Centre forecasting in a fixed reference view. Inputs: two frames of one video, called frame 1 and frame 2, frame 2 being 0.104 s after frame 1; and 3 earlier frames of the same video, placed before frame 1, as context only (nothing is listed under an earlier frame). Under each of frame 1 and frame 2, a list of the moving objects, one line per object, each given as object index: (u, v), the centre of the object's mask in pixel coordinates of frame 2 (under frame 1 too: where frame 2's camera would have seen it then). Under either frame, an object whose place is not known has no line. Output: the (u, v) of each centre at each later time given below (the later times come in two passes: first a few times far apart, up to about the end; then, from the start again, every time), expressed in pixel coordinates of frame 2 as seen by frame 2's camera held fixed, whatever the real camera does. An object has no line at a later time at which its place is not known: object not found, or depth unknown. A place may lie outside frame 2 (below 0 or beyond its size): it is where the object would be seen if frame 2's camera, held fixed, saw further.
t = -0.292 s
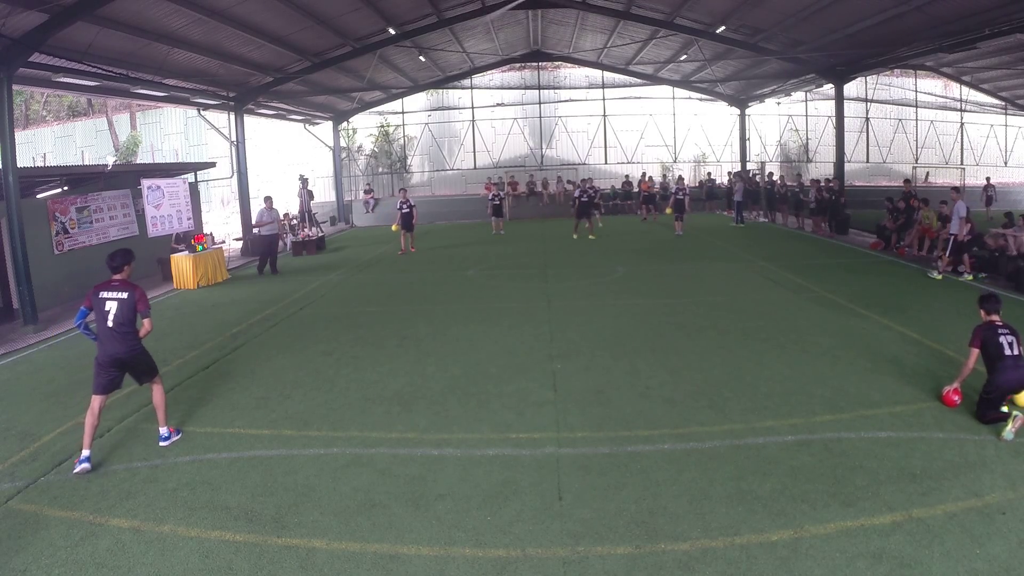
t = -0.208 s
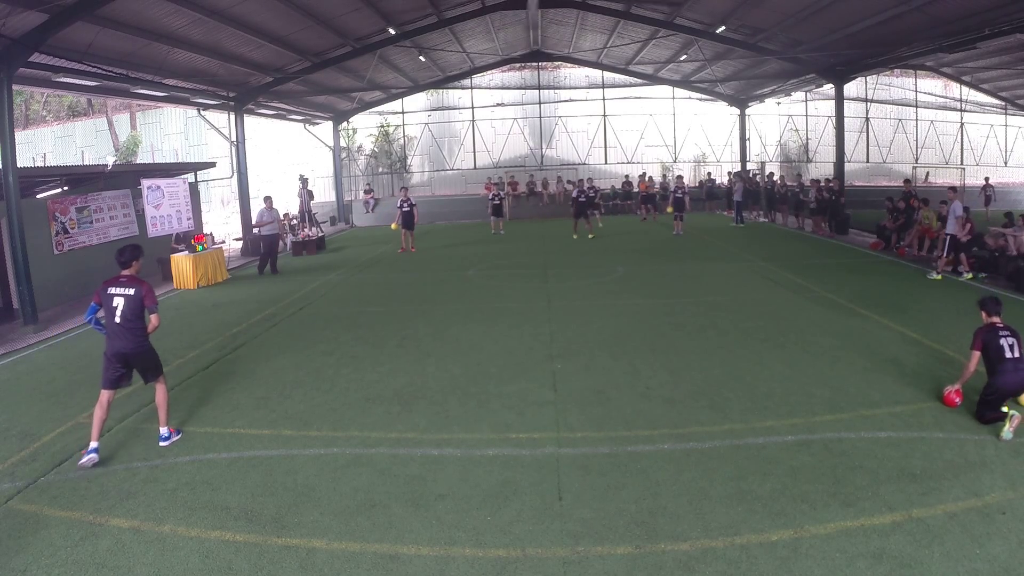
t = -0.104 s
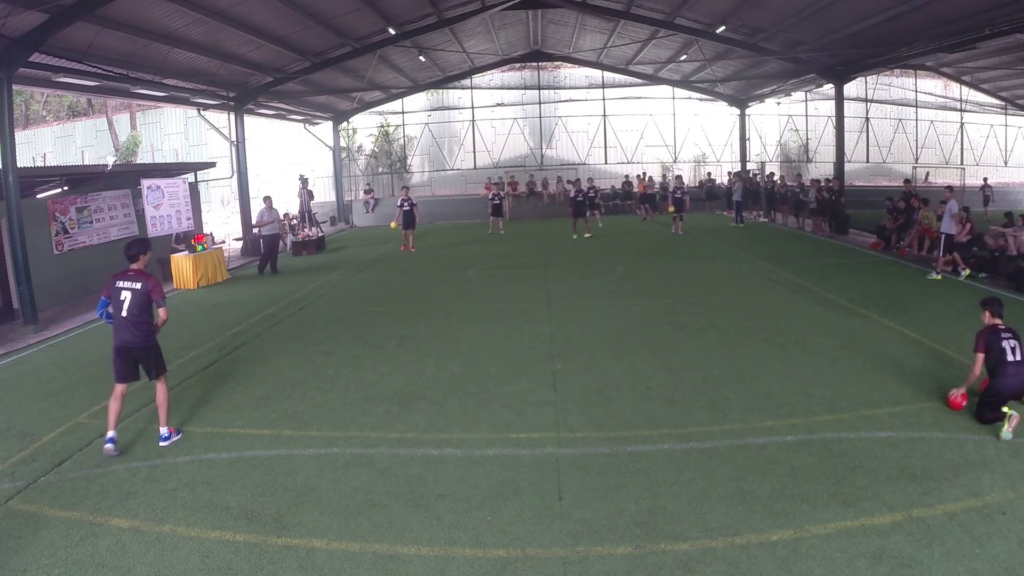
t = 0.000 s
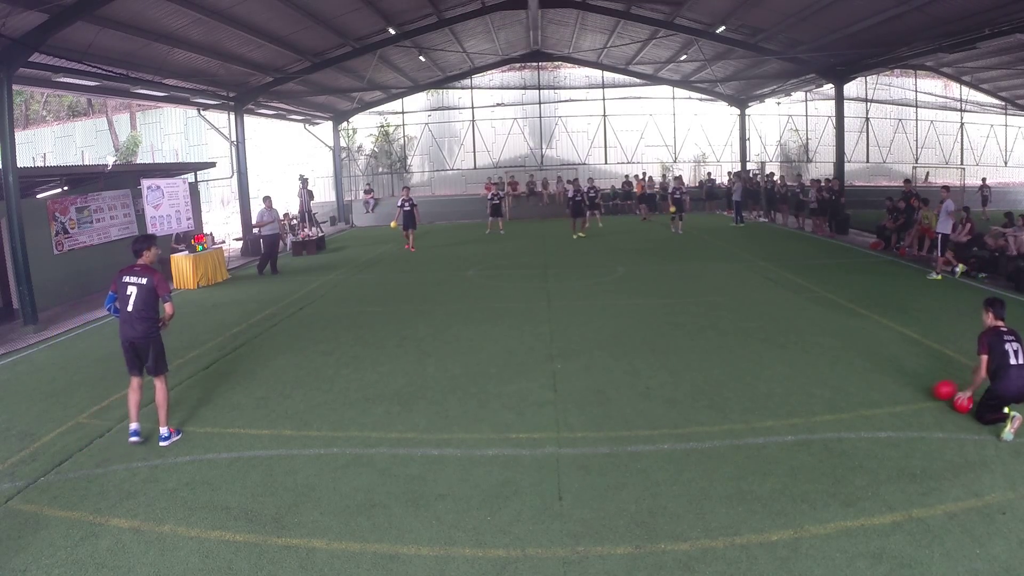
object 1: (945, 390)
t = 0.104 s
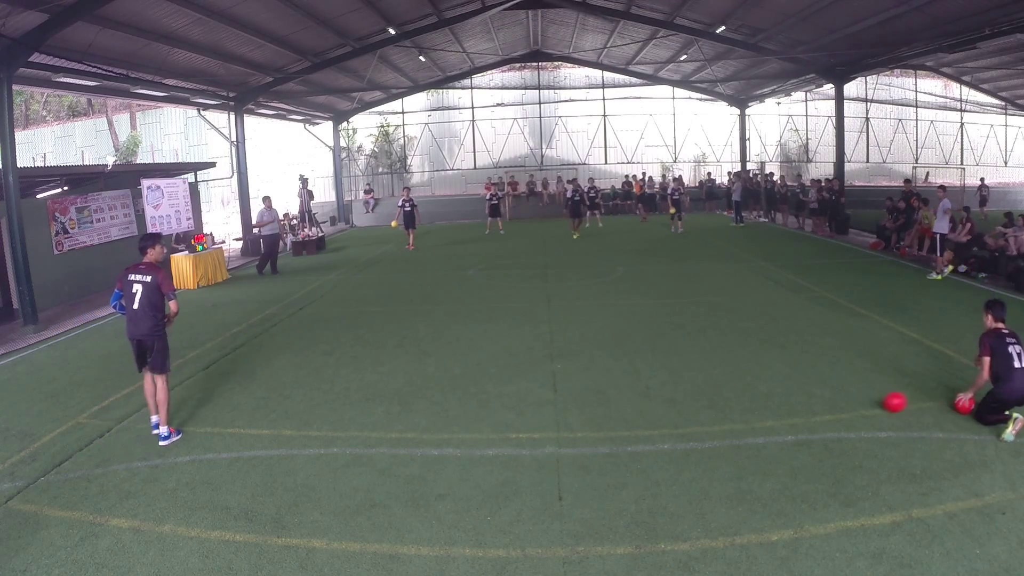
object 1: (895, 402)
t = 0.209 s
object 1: (855, 405)
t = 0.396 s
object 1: (779, 419)
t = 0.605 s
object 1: (690, 433)
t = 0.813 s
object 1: (596, 447)
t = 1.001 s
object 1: (511, 455)
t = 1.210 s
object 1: (420, 461)
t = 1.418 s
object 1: (333, 466)
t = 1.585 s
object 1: (269, 471)
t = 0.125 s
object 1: (887, 402)
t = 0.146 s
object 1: (879, 403)
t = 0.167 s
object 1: (872, 403)
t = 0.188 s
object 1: (863, 404)
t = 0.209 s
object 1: (855, 405)
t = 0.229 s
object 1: (847, 407)
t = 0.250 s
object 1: (838, 410)
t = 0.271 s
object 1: (830, 413)
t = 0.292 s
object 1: (821, 416)
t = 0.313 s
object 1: (813, 417)
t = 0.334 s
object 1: (805, 417)
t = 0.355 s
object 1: (796, 417)
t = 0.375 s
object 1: (788, 418)
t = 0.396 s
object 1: (779, 419)
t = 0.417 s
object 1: (771, 421)
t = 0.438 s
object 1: (762, 423)
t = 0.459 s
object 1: (753, 426)
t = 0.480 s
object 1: (744, 428)
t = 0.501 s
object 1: (735, 429)
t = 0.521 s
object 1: (726, 429)
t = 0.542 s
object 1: (717, 429)
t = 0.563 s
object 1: (708, 430)
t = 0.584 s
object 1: (700, 431)
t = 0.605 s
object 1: (690, 433)
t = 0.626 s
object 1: (680, 436)
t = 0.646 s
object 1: (672, 438)
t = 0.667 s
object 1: (662, 440)
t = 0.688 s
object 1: (653, 439)
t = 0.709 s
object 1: (644, 439)
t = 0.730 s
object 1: (634, 440)
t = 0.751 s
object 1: (625, 441)
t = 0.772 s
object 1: (615, 442)
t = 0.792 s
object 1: (605, 444)
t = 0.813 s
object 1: (596, 447)
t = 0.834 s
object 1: (587, 448)
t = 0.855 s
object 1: (577, 448)
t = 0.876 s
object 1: (568, 448)
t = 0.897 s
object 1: (559, 448)
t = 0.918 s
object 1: (549, 449)
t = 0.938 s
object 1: (540, 451)
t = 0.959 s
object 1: (530, 453)
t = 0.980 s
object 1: (520, 455)
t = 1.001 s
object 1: (511, 455)
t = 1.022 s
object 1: (502, 455)
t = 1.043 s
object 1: (492, 454)
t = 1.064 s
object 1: (483, 455)
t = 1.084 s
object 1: (474, 455)
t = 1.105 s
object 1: (465, 457)
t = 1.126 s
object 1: (456, 458)
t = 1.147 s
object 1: (447, 461)
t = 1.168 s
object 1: (437, 462)
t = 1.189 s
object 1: (429, 461)
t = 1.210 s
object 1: (420, 461)
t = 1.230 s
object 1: (411, 461)
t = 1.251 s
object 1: (402, 462)
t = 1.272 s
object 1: (393, 463)
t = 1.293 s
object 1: (384, 464)
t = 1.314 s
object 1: (376, 465)
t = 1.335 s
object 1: (366, 465)
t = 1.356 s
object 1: (359, 465)
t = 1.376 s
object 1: (349, 465)
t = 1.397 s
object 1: (341, 466)
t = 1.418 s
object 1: (333, 466)
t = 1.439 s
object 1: (325, 468)
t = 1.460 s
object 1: (317, 467)
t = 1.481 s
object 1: (308, 467)
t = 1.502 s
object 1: (300, 468)
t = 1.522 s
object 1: (292, 468)
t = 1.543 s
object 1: (284, 470)
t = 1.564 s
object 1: (277, 471)
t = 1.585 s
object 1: (269, 471)
